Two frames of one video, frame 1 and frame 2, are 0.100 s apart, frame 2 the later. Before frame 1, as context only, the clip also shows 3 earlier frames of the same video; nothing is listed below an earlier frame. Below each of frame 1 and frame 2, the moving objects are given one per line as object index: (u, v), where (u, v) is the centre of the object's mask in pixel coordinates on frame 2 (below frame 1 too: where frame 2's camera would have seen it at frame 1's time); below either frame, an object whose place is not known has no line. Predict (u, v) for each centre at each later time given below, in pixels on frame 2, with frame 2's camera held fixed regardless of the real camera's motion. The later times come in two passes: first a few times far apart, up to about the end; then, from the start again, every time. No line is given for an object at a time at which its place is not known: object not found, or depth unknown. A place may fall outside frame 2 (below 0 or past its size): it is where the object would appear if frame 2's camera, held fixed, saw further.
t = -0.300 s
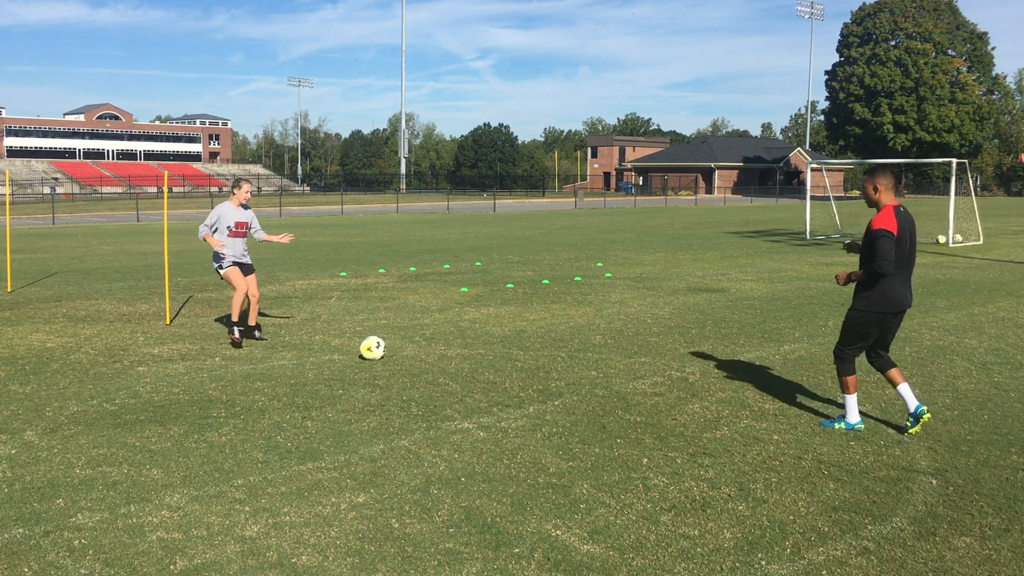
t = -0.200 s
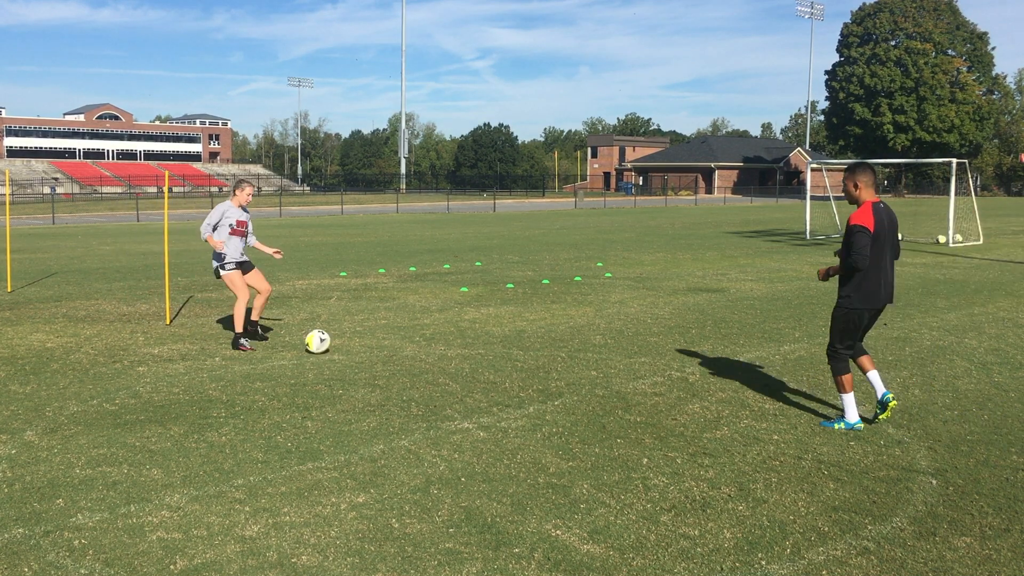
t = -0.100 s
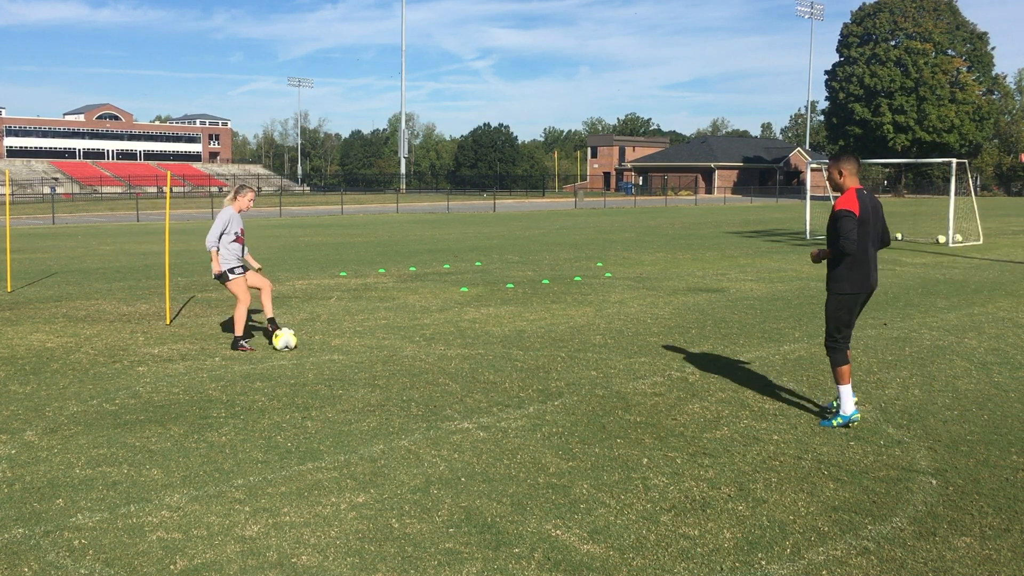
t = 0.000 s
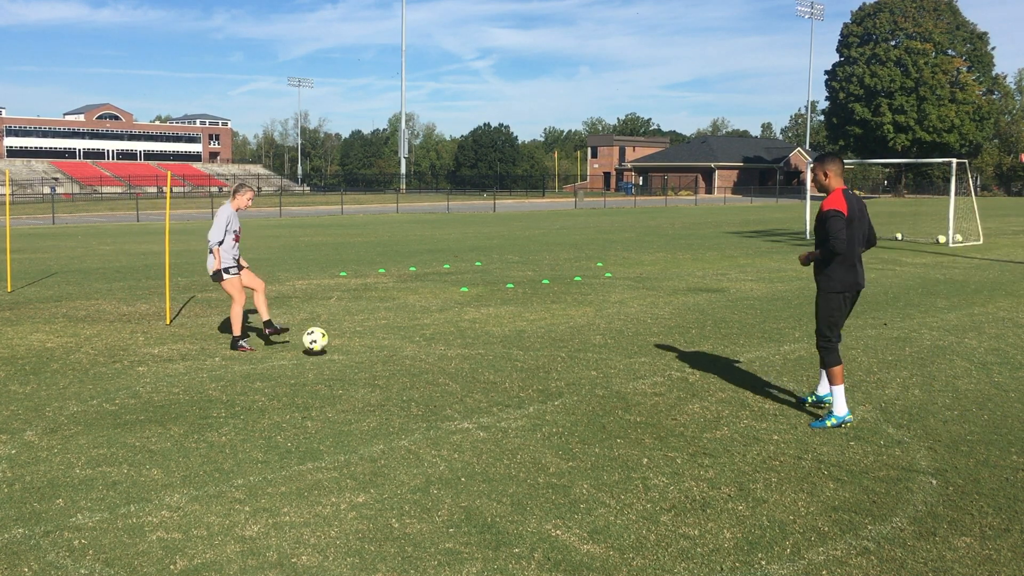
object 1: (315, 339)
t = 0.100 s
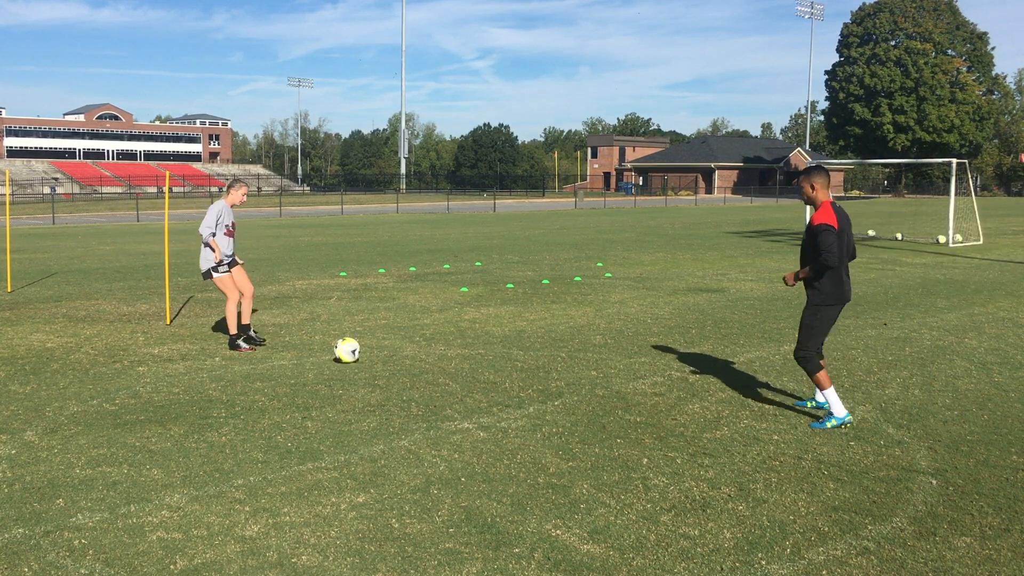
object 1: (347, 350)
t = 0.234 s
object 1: (382, 353)
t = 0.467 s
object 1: (440, 366)
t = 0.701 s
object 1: (498, 380)
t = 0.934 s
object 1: (558, 393)
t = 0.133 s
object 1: (357, 353)
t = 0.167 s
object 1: (365, 352)
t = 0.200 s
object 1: (374, 352)
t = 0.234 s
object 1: (382, 353)
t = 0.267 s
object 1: (391, 355)
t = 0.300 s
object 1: (400, 358)
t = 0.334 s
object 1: (408, 362)
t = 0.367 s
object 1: (416, 363)
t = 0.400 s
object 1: (424, 363)
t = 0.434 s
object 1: (433, 364)
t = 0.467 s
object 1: (440, 366)
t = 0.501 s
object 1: (449, 370)
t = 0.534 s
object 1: (457, 372)
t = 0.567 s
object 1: (465, 372)
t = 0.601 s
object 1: (473, 373)
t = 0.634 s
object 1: (482, 375)
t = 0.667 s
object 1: (490, 378)
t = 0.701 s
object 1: (498, 380)
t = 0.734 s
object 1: (507, 381)
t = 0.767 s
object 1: (515, 383)
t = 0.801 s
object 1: (523, 385)
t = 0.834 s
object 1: (531, 388)
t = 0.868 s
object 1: (540, 390)
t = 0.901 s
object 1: (549, 391)
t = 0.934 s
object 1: (558, 393)
